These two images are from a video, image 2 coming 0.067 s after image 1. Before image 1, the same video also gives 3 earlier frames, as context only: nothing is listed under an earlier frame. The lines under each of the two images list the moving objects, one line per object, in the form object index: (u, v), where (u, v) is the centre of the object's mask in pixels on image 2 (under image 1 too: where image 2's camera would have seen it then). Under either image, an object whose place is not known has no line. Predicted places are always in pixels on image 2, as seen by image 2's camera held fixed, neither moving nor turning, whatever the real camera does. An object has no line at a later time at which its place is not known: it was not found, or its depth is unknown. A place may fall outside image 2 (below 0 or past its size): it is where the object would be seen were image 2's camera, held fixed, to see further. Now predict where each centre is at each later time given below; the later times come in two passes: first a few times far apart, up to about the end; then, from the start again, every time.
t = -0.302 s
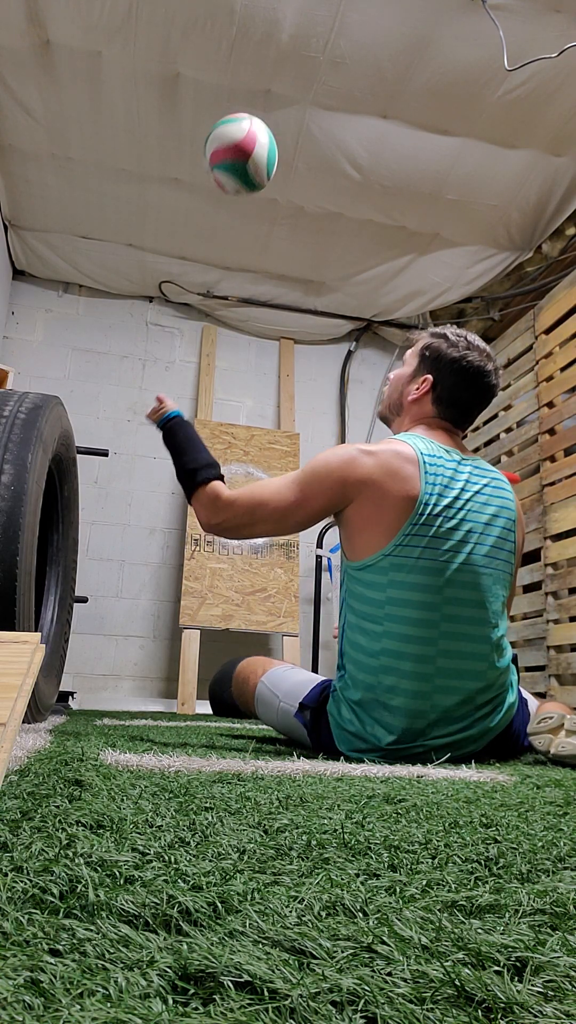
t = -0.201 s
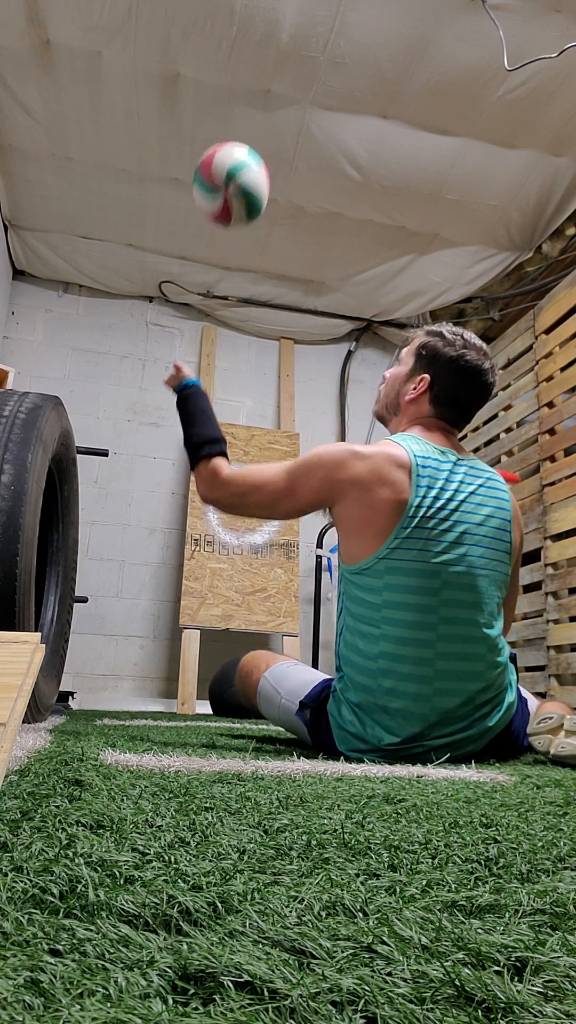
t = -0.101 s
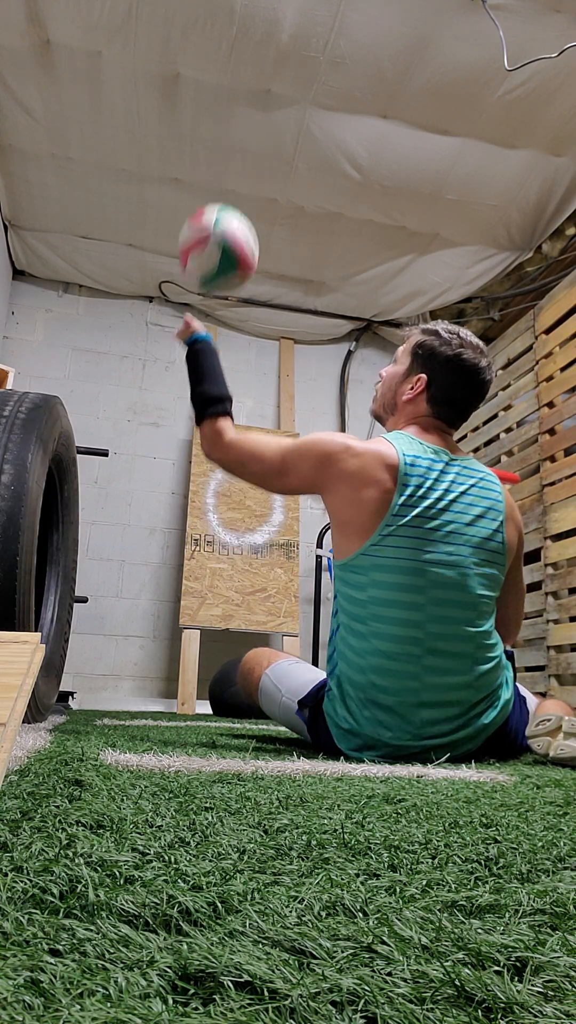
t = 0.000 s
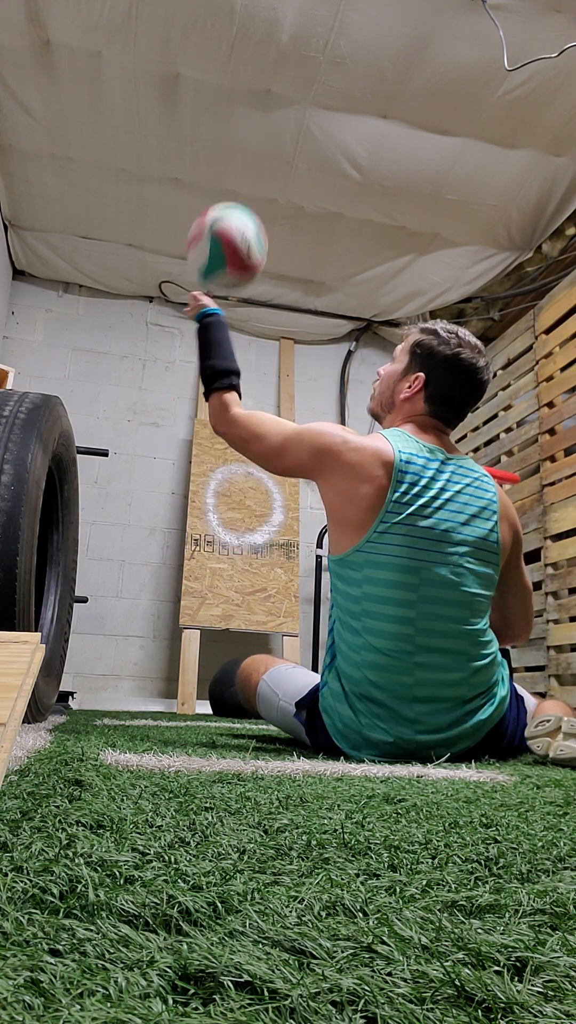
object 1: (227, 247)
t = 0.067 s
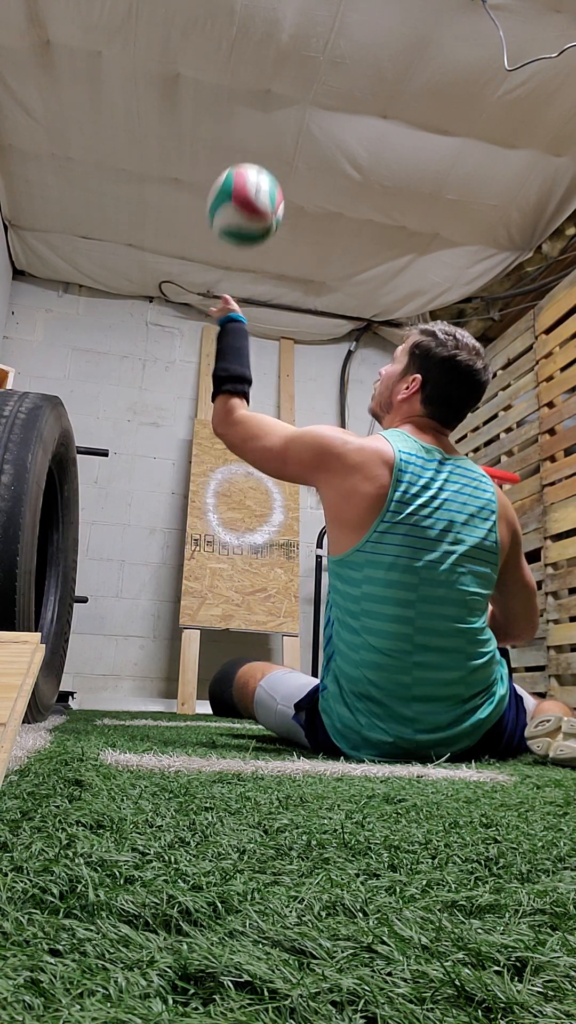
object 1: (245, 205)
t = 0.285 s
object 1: (287, 174)
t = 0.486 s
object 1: (312, 254)
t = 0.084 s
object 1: (250, 197)
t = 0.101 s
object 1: (253, 192)
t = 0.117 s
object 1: (257, 186)
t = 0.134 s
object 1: (260, 181)
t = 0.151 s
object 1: (264, 178)
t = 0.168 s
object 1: (267, 174)
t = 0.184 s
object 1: (271, 172)
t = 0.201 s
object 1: (274, 171)
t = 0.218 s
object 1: (277, 170)
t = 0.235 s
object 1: (280, 170)
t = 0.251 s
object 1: (282, 171)
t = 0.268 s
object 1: (285, 172)
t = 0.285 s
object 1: (287, 174)
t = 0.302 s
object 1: (290, 177)
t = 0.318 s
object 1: (292, 182)
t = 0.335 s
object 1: (294, 186)
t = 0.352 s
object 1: (297, 191)
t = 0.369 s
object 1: (299, 197)
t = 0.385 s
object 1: (301, 203)
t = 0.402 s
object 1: (303, 209)
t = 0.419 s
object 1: (305, 217)
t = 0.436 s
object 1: (307, 226)
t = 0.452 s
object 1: (309, 235)
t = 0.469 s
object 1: (311, 244)
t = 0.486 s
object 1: (312, 254)
